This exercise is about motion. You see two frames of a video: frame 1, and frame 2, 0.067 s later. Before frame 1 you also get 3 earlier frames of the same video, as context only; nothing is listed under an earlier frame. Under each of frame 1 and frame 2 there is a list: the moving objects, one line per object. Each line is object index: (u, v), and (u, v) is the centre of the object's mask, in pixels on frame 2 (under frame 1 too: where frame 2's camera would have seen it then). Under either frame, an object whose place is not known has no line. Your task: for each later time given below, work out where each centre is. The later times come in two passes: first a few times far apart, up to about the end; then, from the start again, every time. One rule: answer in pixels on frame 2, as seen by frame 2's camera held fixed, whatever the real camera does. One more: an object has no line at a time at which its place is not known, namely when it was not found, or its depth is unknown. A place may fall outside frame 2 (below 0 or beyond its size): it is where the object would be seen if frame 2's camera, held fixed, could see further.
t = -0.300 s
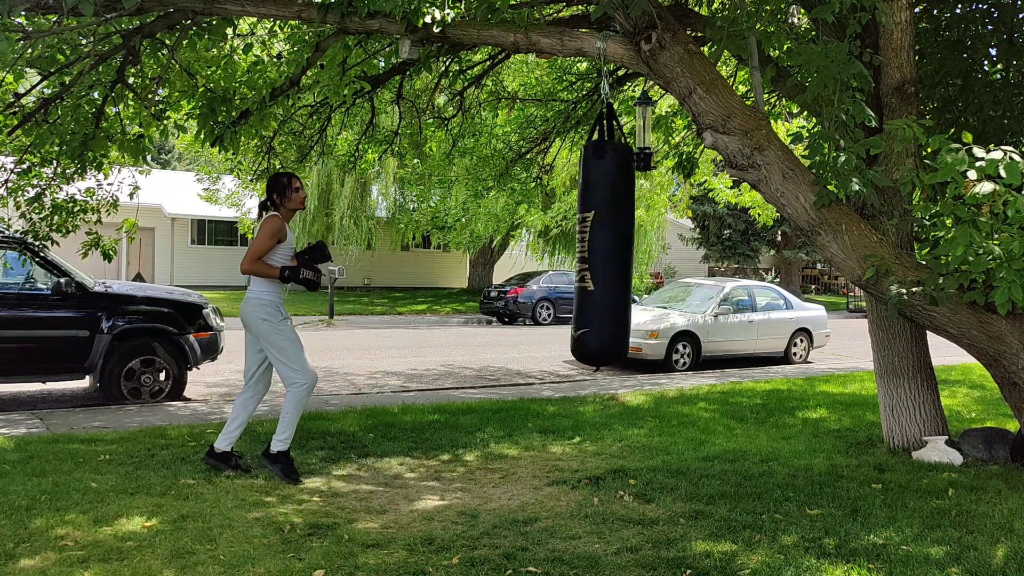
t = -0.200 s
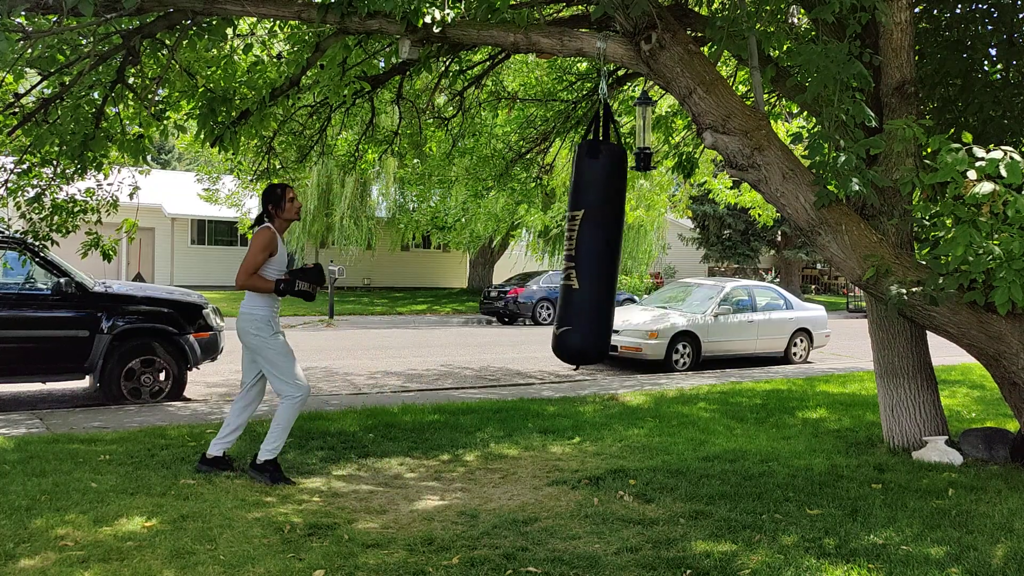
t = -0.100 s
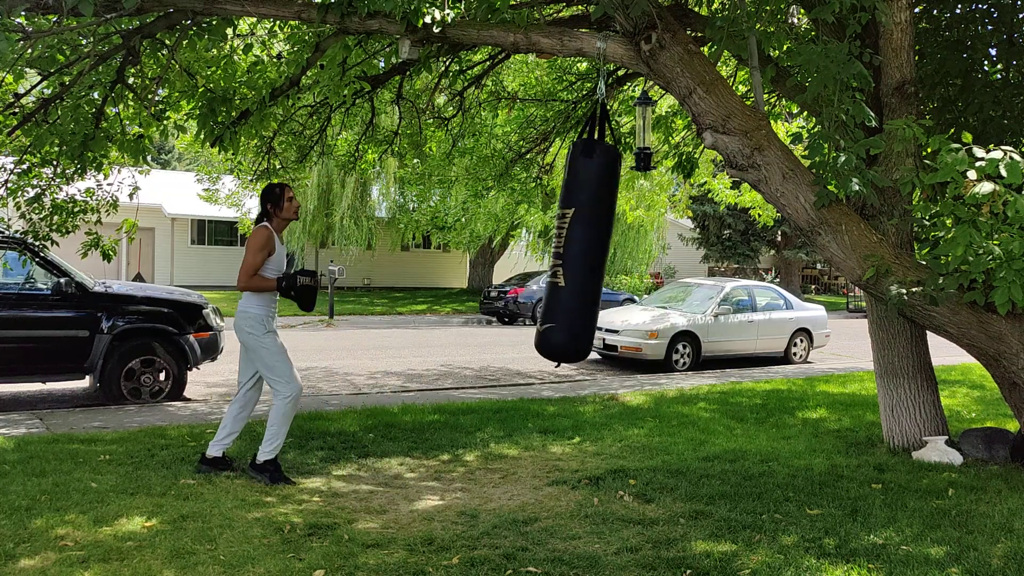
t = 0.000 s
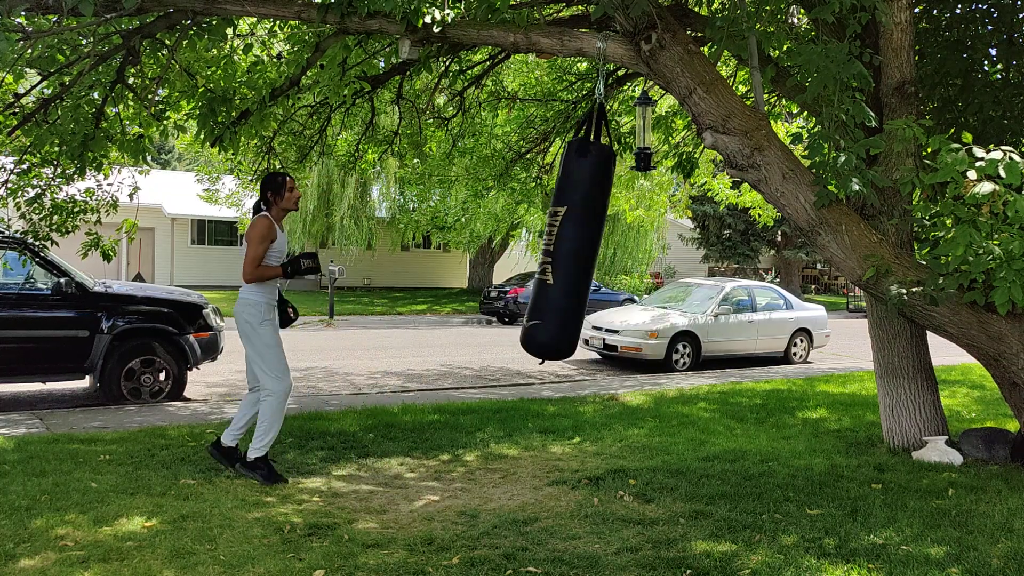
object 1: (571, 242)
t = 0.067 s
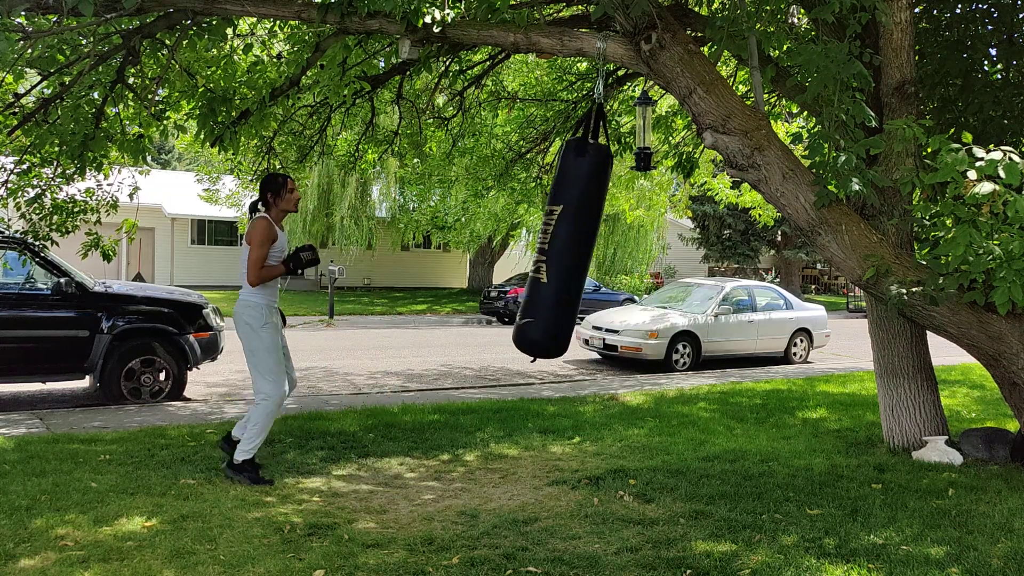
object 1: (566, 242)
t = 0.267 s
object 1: (559, 239)
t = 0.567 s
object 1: (570, 240)
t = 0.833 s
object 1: (597, 244)
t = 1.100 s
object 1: (627, 244)
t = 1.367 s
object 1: (644, 243)
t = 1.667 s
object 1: (637, 244)
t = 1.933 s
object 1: (611, 247)
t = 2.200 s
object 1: (582, 243)
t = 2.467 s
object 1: (564, 240)
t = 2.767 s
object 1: (567, 239)
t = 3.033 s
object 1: (587, 242)
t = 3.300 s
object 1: (615, 245)
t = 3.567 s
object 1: (637, 243)
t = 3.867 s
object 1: (640, 243)
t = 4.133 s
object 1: (622, 245)
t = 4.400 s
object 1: (595, 246)
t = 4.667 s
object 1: (573, 241)
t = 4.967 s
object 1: (567, 238)
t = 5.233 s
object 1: (578, 240)
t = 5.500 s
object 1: (601, 244)
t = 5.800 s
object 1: (629, 245)
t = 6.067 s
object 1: (639, 243)
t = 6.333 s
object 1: (632, 245)
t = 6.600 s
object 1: (609, 245)
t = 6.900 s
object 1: (582, 242)
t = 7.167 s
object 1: (568, 238)
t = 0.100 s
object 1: (564, 240)
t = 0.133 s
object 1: (562, 240)
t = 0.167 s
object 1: (561, 239)
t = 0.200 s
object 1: (560, 239)
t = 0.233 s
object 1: (559, 239)
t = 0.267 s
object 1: (559, 239)
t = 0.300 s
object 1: (559, 239)
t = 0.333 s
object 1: (559, 239)
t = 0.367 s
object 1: (559, 239)
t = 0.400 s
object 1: (560, 239)
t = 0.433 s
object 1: (562, 239)
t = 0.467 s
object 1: (563, 239)
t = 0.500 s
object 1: (565, 240)
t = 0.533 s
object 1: (568, 240)
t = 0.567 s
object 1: (570, 240)
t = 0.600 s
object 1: (573, 241)
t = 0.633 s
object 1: (576, 241)
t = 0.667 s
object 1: (579, 242)
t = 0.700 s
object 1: (583, 242)
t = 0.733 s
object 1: (586, 244)
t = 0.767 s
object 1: (590, 243)
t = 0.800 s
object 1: (594, 243)
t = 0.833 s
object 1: (597, 244)
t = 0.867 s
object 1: (601, 244)
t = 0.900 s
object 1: (605, 244)
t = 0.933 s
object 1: (609, 244)
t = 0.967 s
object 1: (613, 244)
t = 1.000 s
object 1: (617, 244)
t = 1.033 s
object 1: (620, 244)
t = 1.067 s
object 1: (624, 244)
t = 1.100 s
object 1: (627, 244)
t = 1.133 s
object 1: (630, 244)
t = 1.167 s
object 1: (633, 244)
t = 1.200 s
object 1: (635, 243)
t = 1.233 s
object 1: (638, 243)
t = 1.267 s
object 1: (640, 243)
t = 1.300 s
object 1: (641, 243)
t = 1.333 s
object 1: (643, 243)
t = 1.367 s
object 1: (644, 243)
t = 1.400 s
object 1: (644, 243)
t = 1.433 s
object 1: (644, 242)
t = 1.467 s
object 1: (644, 243)
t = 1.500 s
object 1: (644, 243)
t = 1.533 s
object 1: (644, 243)
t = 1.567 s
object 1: (642, 243)
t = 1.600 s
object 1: (641, 243)
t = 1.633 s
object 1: (639, 243)
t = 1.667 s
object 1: (637, 244)
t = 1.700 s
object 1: (635, 246)
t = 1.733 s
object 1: (632, 246)
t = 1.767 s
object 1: (629, 244)
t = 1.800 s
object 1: (626, 244)
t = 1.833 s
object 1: (623, 244)
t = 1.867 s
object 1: (619, 246)
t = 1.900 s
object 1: (615, 246)
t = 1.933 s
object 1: (611, 247)
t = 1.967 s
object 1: (608, 246)
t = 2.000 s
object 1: (604, 246)
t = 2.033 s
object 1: (600, 246)
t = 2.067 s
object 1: (596, 246)
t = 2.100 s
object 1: (592, 246)
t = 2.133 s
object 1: (589, 245)
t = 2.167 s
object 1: (585, 244)
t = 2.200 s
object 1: (582, 243)
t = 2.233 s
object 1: (579, 243)
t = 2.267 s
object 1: (576, 243)
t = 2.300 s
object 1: (573, 242)
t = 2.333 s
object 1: (571, 241)
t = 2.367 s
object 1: (569, 241)
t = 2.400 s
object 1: (567, 240)
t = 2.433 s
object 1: (565, 240)
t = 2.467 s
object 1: (564, 240)
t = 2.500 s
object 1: (563, 239)
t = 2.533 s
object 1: (563, 239)
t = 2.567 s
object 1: (562, 239)
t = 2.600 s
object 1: (562, 238)
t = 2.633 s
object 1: (563, 238)
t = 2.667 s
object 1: (563, 238)
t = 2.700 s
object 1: (564, 238)
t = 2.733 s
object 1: (565, 239)
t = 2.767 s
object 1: (567, 239)
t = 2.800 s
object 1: (569, 239)
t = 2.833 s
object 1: (571, 239)
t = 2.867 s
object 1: (573, 240)
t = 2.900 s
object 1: (575, 240)
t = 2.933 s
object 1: (578, 240)
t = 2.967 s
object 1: (581, 241)
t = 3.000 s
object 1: (584, 241)
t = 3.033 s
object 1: (587, 242)
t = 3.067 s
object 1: (590, 242)
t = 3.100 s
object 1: (594, 243)
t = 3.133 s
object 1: (597, 243)
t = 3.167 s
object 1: (601, 243)
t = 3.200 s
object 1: (604, 244)
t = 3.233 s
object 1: (608, 244)
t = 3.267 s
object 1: (611, 243)
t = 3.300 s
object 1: (615, 245)
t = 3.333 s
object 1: (618, 243)
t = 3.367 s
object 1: (621, 243)
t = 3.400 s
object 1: (624, 244)
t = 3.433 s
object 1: (627, 244)
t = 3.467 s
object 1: (630, 244)
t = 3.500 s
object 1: (633, 245)
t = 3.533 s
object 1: (635, 244)
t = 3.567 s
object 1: (637, 243)
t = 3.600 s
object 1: (638, 243)
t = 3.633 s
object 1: (640, 243)
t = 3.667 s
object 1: (641, 243)
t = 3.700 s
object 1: (641, 243)
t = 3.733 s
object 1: (642, 243)
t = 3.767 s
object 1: (642, 243)
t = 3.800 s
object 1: (642, 243)
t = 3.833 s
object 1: (641, 243)
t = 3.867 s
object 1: (640, 243)
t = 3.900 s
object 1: (639, 244)
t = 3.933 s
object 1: (637, 244)
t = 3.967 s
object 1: (635, 244)
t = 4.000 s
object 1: (633, 245)
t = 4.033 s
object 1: (631, 245)
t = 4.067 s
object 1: (628, 243)
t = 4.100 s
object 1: (625, 244)
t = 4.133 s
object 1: (622, 245)
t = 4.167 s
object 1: (619, 246)
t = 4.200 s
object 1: (616, 245)
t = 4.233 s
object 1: (612, 247)
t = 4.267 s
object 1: (609, 246)
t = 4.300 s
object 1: (605, 246)
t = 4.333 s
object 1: (602, 245)
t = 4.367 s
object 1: (598, 246)
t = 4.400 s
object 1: (595, 246)
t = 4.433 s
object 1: (591, 245)
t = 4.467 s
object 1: (589, 244)
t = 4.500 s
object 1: (586, 243)
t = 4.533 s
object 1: (583, 243)
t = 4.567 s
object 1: (580, 243)
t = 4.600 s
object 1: (577, 242)
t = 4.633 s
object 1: (575, 242)
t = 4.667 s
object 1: (573, 241)
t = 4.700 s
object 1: (571, 240)
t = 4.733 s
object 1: (570, 240)
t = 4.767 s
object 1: (568, 239)
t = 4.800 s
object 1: (567, 239)
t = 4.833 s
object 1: (567, 238)
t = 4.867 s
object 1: (566, 238)
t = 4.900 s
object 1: (566, 238)
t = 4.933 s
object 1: (566, 238)
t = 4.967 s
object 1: (567, 238)
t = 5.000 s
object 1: (567, 238)
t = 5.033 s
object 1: (568, 238)
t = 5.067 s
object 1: (569, 238)
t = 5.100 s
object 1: (571, 238)
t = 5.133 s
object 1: (572, 238)
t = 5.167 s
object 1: (574, 239)
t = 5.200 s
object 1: (576, 240)
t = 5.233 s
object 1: (578, 240)
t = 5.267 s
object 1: (581, 241)
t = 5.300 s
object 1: (583, 241)
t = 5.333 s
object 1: (586, 242)
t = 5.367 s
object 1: (589, 242)
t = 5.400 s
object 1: (592, 243)
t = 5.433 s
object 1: (595, 243)
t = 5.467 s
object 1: (598, 244)
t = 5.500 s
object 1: (601, 244)
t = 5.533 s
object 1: (605, 244)
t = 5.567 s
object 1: (608, 244)
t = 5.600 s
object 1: (611, 245)
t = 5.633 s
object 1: (614, 246)
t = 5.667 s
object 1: (618, 245)
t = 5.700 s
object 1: (621, 245)
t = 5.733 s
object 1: (623, 246)
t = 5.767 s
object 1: (626, 246)
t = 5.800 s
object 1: (629, 245)
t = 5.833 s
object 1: (631, 245)
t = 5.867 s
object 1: (633, 245)
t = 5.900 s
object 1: (635, 245)
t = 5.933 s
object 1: (636, 244)
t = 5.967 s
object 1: (638, 244)
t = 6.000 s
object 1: (638, 243)
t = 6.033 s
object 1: (639, 243)
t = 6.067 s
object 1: (639, 243)
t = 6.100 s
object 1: (639, 243)
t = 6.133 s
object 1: (639, 243)
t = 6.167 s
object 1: (639, 243)
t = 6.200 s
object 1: (638, 243)
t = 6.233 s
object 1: (637, 244)
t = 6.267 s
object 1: (635, 244)
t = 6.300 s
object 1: (634, 244)
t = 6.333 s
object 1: (632, 245)
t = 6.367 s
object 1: (629, 244)
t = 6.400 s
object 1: (627, 244)
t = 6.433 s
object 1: (624, 244)
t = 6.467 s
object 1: (621, 246)
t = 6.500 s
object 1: (618, 245)
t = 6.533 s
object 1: (615, 246)
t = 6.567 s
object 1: (612, 246)
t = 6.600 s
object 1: (609, 245)
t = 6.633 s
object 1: (606, 246)
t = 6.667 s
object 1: (602, 245)
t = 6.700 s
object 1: (599, 245)
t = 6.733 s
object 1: (596, 245)
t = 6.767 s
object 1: (593, 244)
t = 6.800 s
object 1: (590, 244)
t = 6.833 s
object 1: (587, 243)
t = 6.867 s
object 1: (584, 242)
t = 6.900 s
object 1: (582, 242)
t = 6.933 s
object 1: (579, 241)
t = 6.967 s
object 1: (577, 241)
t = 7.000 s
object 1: (575, 240)
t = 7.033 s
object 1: (573, 239)
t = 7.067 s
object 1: (572, 239)
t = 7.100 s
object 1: (570, 238)
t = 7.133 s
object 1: (569, 238)
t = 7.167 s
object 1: (568, 238)
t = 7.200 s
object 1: (568, 238)
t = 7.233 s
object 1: (567, 238)
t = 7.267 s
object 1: (567, 238)
